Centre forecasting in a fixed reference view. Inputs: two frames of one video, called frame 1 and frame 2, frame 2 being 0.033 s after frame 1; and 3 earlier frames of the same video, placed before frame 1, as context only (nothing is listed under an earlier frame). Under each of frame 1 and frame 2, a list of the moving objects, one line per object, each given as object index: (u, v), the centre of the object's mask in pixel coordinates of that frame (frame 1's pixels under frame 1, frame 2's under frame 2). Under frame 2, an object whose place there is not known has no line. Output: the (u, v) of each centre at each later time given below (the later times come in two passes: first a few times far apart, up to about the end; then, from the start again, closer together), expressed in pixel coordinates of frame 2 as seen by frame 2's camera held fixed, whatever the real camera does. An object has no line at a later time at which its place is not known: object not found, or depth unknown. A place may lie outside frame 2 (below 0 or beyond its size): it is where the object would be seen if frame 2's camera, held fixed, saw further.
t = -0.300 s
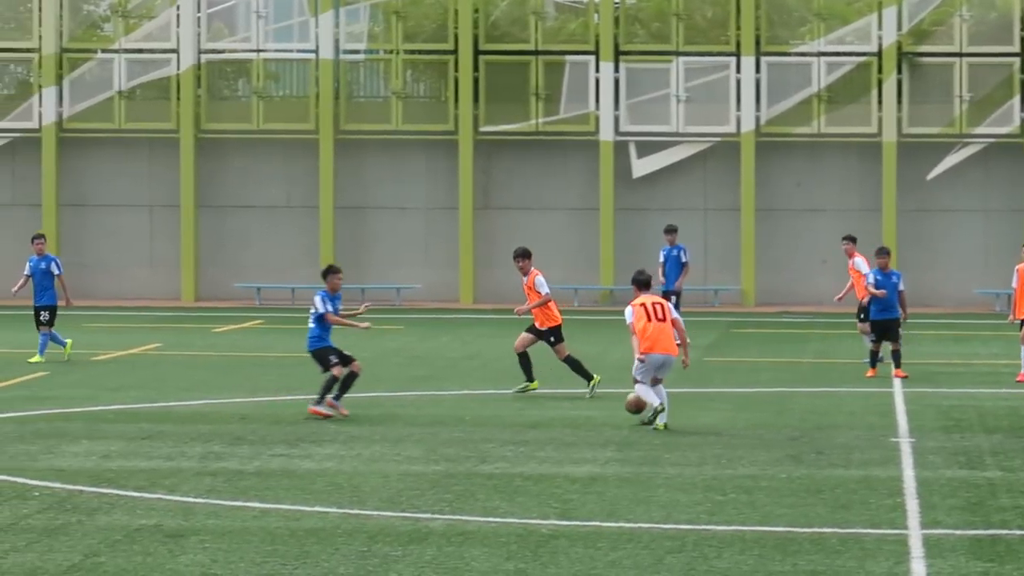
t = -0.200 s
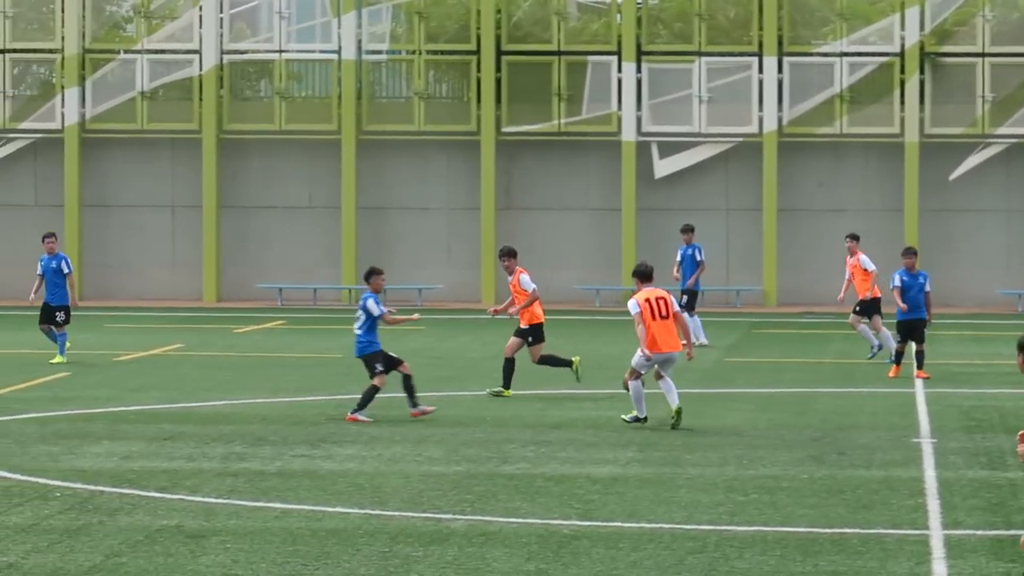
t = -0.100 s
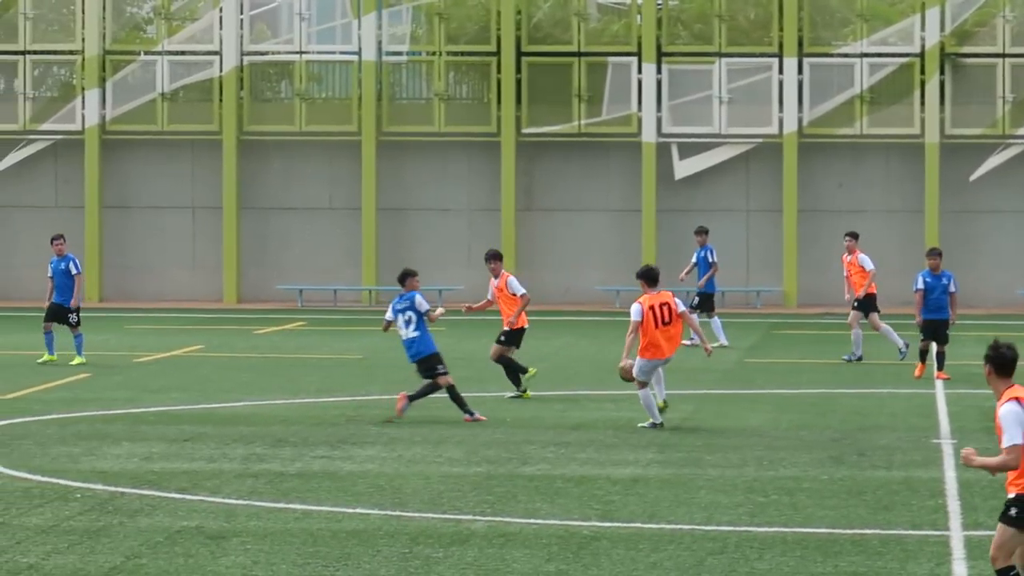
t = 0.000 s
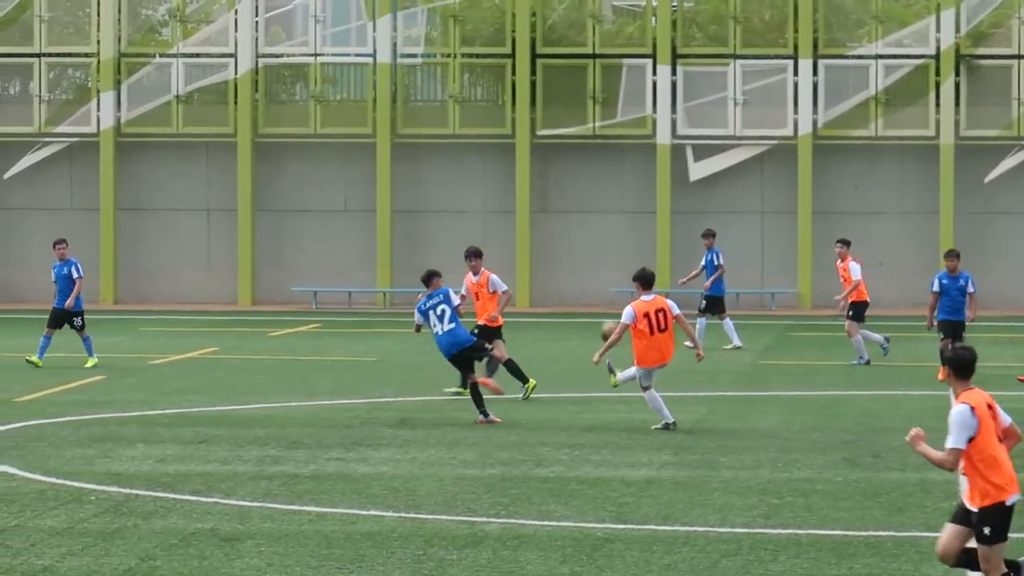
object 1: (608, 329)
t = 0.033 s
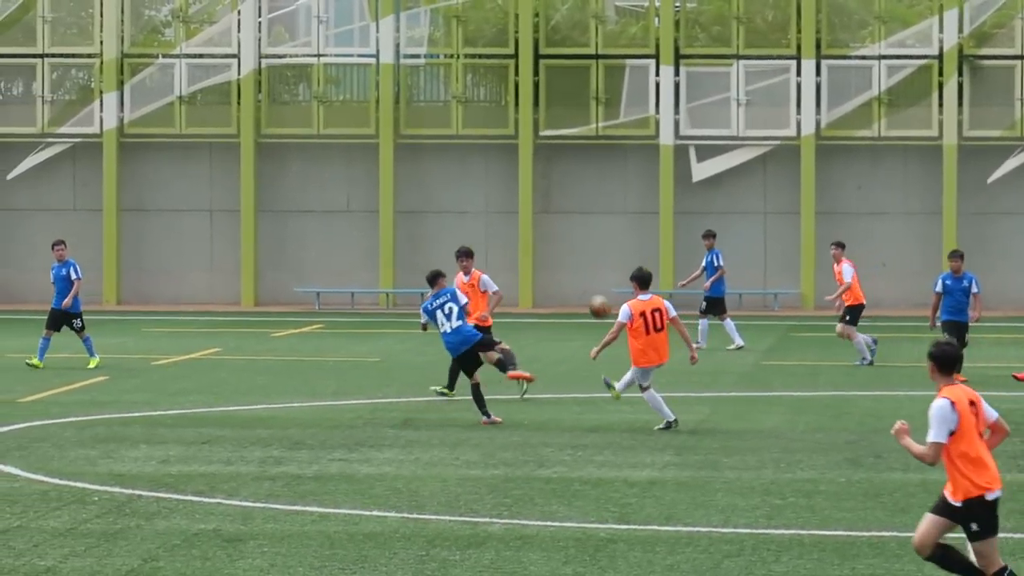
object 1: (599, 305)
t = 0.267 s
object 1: (505, 159)
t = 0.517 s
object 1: (406, 61)
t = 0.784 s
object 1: (301, 21)
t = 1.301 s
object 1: (95, 146)
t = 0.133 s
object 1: (559, 237)
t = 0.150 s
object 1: (552, 226)
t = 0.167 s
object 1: (545, 215)
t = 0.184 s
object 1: (539, 205)
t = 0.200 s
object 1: (532, 195)
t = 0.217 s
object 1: (525, 186)
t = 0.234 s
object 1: (519, 177)
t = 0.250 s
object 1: (512, 167)
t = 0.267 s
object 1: (505, 159)
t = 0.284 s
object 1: (499, 150)
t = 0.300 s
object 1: (492, 142)
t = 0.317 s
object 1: (485, 134)
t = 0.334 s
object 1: (478, 127)
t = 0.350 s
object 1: (472, 120)
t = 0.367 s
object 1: (465, 112)
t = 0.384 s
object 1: (459, 105)
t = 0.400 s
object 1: (452, 99)
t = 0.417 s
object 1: (446, 93)
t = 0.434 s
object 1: (439, 87)
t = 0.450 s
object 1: (432, 81)
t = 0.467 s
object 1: (425, 75)
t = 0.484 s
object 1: (419, 71)
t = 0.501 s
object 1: (413, 65)
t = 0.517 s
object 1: (406, 61)
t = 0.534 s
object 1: (399, 56)
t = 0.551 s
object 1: (393, 53)
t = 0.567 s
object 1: (386, 49)
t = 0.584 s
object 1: (380, 45)
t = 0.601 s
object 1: (373, 41)
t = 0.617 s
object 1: (367, 38)
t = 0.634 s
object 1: (360, 36)
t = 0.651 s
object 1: (354, 32)
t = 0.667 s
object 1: (347, 30)
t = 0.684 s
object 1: (340, 28)
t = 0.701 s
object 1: (334, 26)
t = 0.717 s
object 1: (327, 25)
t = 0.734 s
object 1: (321, 23)
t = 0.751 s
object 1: (314, 22)
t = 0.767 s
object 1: (307, 22)
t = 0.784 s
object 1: (301, 21)
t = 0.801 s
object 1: (294, 21)
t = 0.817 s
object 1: (288, 21)
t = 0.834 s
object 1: (281, 21)
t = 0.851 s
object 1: (274, 23)
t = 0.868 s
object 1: (268, 23)
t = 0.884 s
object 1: (262, 24)
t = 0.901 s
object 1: (255, 26)
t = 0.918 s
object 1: (249, 28)
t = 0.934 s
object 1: (241, 30)
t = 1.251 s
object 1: (116, 121)
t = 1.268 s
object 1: (110, 130)
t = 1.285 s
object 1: (101, 138)
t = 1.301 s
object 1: (95, 146)
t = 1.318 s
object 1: (88, 155)
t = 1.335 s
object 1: (81, 164)
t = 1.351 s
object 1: (74, 173)
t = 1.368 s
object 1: (67, 183)
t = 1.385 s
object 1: (59, 194)
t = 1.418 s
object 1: (43, 217)
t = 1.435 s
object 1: (35, 228)
